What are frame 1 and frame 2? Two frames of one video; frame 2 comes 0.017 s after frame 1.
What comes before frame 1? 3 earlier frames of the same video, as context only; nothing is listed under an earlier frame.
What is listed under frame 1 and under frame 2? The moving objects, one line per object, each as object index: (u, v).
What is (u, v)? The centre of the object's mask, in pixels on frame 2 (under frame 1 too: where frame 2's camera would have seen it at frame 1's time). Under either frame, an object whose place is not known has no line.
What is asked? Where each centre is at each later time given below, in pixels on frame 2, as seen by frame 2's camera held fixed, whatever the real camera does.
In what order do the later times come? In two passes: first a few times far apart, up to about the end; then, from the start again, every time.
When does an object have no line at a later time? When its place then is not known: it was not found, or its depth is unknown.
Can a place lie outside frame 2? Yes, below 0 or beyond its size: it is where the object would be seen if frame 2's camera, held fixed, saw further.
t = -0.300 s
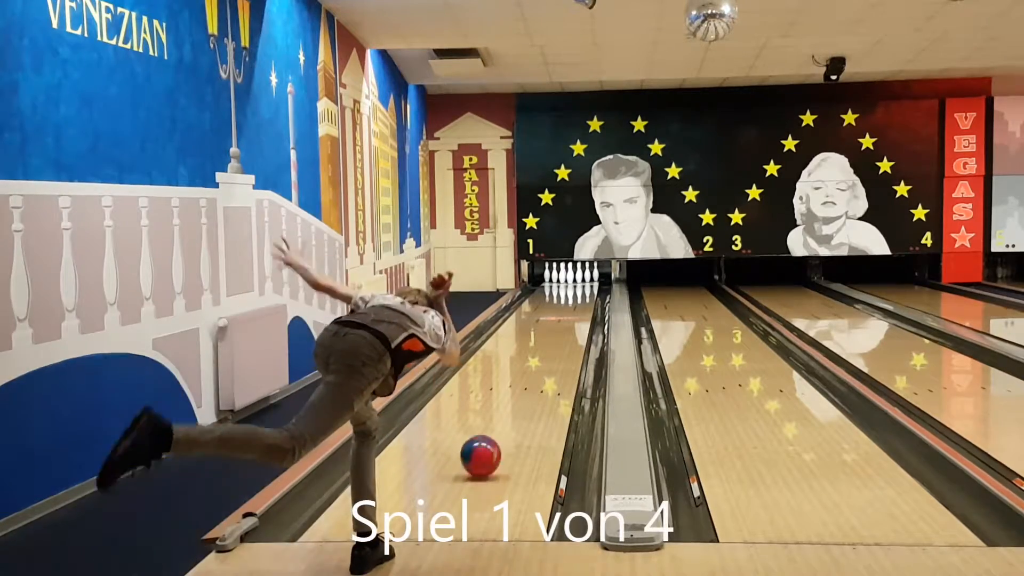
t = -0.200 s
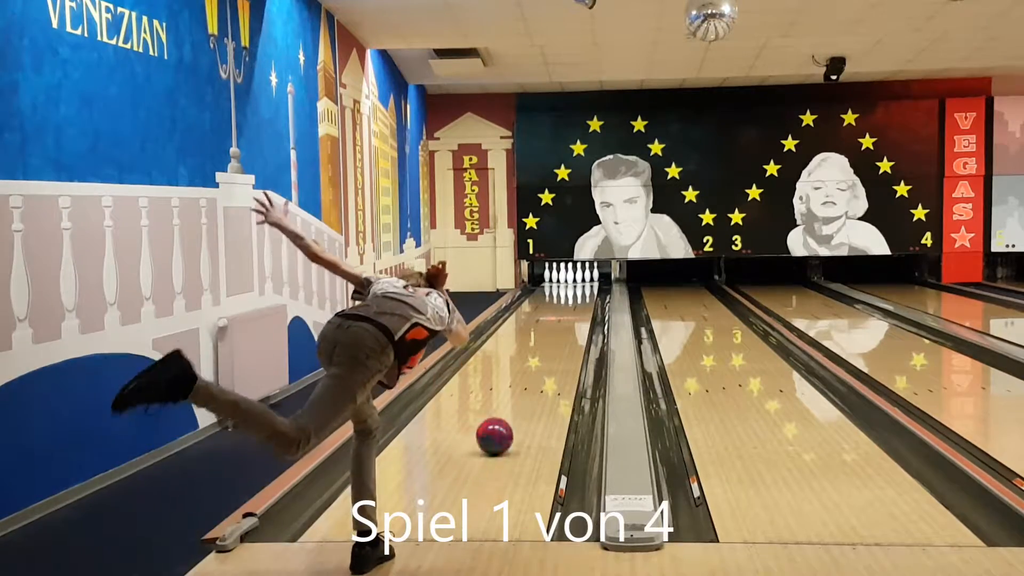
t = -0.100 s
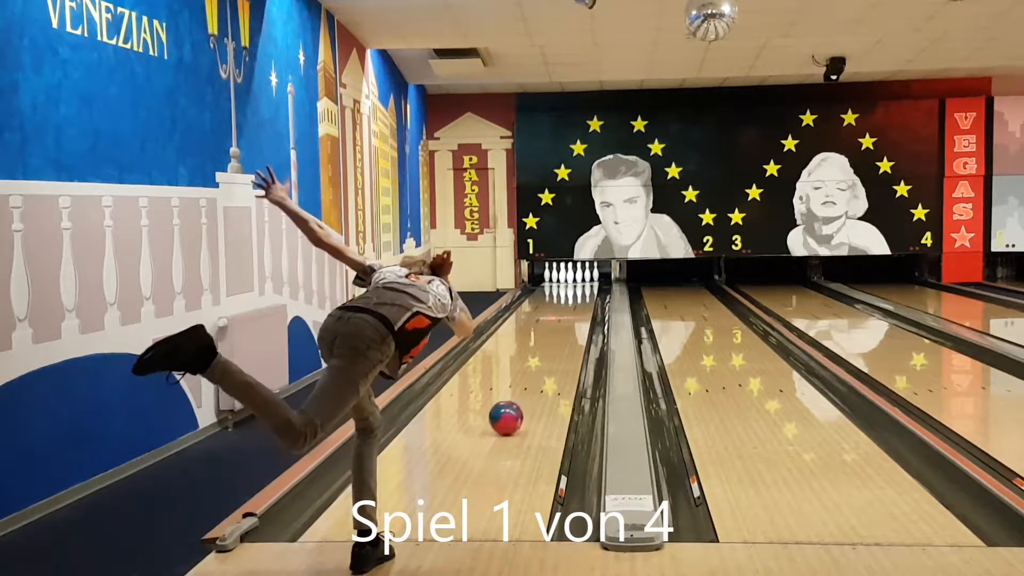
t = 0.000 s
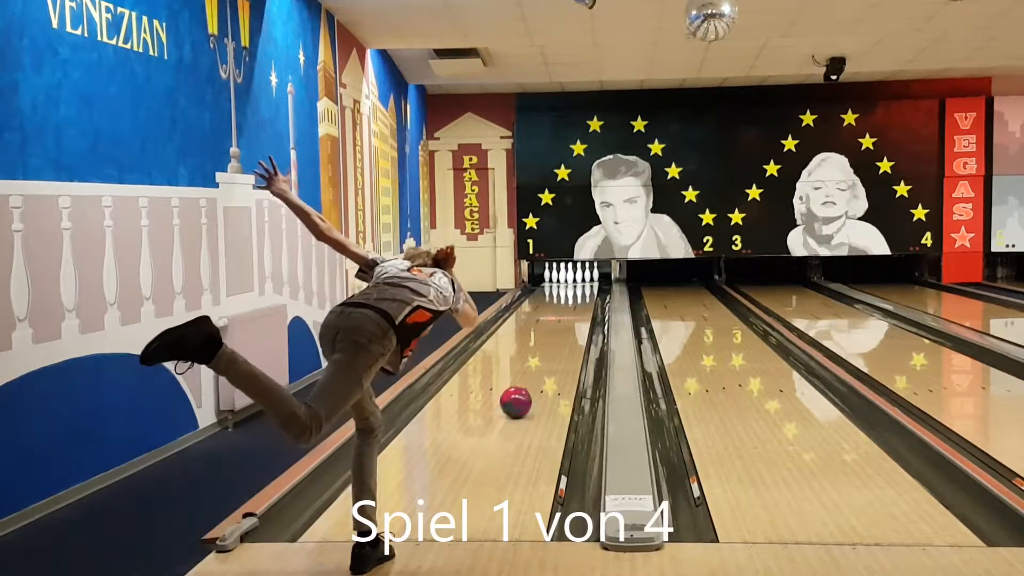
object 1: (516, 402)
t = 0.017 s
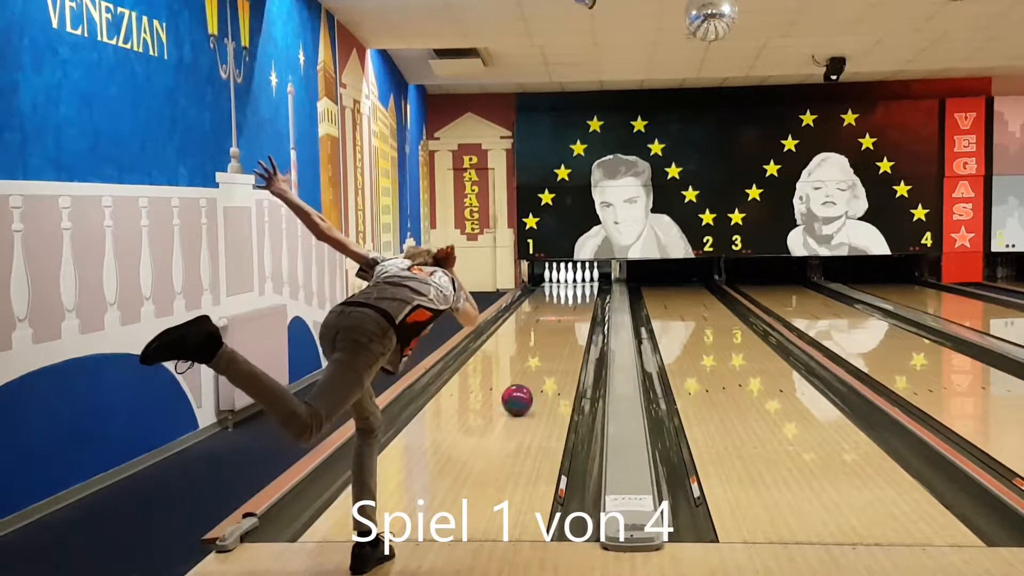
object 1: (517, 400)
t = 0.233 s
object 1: (533, 374)
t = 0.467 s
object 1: (546, 352)
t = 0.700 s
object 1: (555, 336)
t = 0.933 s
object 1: (562, 323)
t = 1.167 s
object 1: (568, 312)
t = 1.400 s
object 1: (572, 303)
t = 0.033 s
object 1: (519, 397)
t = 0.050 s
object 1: (520, 395)
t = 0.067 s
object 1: (521, 393)
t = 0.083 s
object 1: (522, 391)
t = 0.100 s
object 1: (524, 389)
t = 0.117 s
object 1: (525, 387)
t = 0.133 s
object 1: (526, 385)
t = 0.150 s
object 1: (527, 383)
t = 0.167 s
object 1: (529, 381)
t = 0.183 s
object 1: (530, 379)
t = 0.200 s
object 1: (531, 377)
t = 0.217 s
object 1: (532, 375)
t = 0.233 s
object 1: (533, 374)
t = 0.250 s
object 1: (534, 372)
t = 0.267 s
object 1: (535, 370)
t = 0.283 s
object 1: (536, 368)
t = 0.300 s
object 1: (537, 367)
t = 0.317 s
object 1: (538, 365)
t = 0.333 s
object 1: (539, 364)
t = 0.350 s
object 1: (540, 362)
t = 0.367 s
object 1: (541, 360)
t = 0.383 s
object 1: (542, 359)
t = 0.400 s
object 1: (542, 358)
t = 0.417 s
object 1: (543, 356)
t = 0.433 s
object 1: (544, 355)
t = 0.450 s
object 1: (545, 353)
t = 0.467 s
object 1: (546, 352)
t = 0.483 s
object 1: (546, 351)
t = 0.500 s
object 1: (547, 350)
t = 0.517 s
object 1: (548, 348)
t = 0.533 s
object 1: (548, 347)
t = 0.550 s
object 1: (549, 346)
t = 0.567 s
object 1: (550, 345)
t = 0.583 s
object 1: (551, 344)
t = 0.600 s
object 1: (551, 343)
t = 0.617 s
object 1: (552, 342)
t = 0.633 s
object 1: (553, 340)
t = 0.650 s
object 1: (553, 339)
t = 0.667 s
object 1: (554, 338)
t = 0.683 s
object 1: (554, 337)
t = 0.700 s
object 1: (555, 336)
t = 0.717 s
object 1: (555, 335)
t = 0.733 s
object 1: (556, 334)
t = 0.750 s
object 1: (557, 333)
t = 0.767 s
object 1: (557, 332)
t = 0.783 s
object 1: (558, 331)
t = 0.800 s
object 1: (558, 330)
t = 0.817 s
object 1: (559, 329)
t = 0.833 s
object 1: (559, 328)
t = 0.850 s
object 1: (560, 327)
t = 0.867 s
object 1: (560, 326)
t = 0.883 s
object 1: (561, 325)
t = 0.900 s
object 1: (561, 324)
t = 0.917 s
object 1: (562, 324)
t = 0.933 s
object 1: (562, 323)
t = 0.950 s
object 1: (563, 322)
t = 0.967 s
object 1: (563, 321)
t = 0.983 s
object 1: (564, 320)
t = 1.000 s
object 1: (564, 320)
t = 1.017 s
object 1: (564, 319)
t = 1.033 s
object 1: (565, 318)
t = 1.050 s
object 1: (565, 317)
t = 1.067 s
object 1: (566, 317)
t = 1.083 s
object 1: (566, 316)
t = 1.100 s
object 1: (566, 315)
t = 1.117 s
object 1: (567, 314)
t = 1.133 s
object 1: (567, 314)
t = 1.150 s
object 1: (568, 313)
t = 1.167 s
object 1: (568, 312)
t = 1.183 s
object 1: (569, 312)
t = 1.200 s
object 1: (569, 311)
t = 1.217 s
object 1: (569, 310)
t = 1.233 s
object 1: (569, 310)
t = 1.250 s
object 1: (570, 309)
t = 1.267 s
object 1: (570, 308)
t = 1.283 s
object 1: (570, 308)
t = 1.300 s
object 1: (570, 307)
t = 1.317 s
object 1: (571, 306)
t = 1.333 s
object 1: (571, 306)
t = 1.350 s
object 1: (571, 305)
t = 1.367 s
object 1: (572, 304)
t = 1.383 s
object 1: (572, 304)
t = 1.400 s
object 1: (572, 303)
